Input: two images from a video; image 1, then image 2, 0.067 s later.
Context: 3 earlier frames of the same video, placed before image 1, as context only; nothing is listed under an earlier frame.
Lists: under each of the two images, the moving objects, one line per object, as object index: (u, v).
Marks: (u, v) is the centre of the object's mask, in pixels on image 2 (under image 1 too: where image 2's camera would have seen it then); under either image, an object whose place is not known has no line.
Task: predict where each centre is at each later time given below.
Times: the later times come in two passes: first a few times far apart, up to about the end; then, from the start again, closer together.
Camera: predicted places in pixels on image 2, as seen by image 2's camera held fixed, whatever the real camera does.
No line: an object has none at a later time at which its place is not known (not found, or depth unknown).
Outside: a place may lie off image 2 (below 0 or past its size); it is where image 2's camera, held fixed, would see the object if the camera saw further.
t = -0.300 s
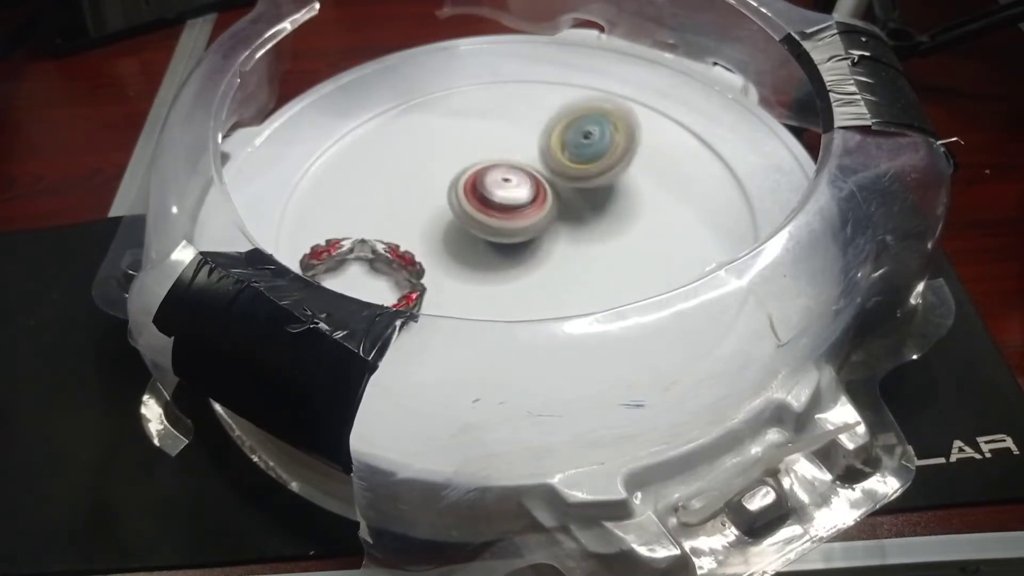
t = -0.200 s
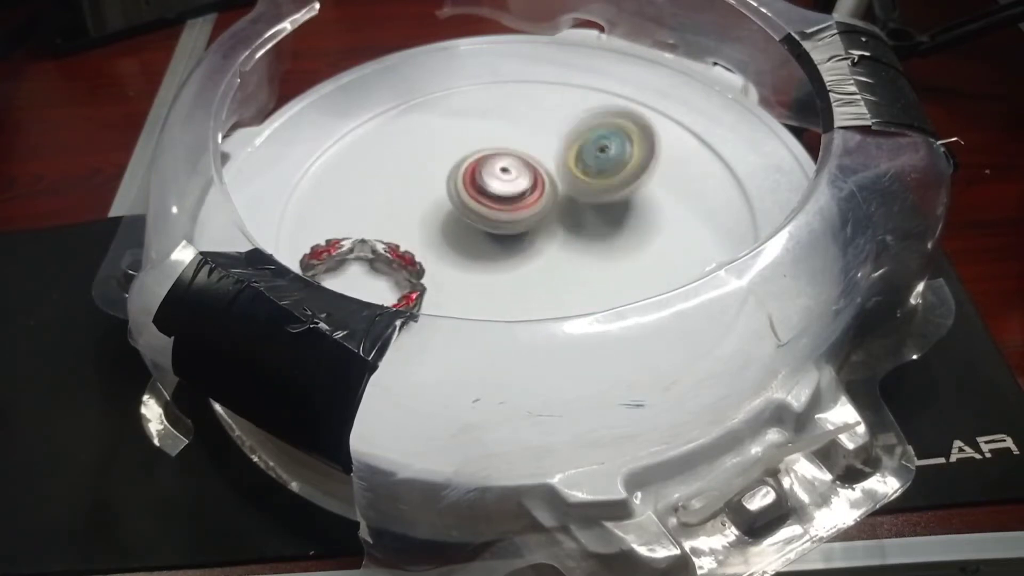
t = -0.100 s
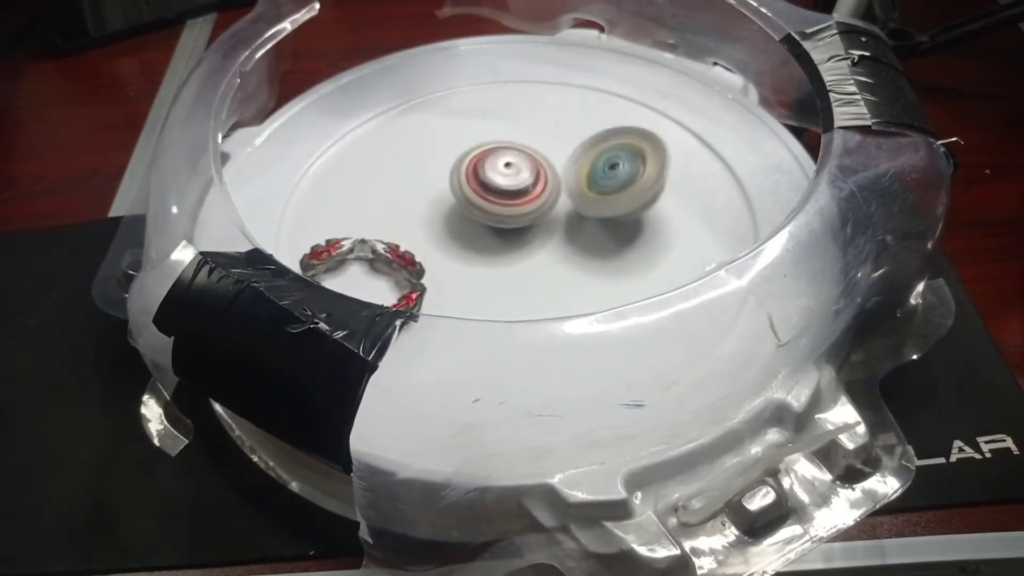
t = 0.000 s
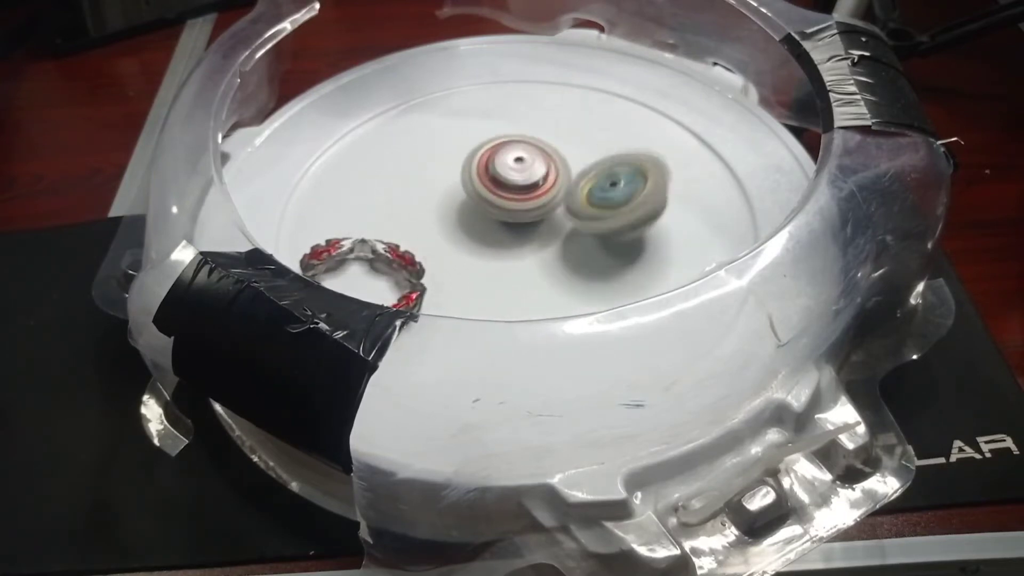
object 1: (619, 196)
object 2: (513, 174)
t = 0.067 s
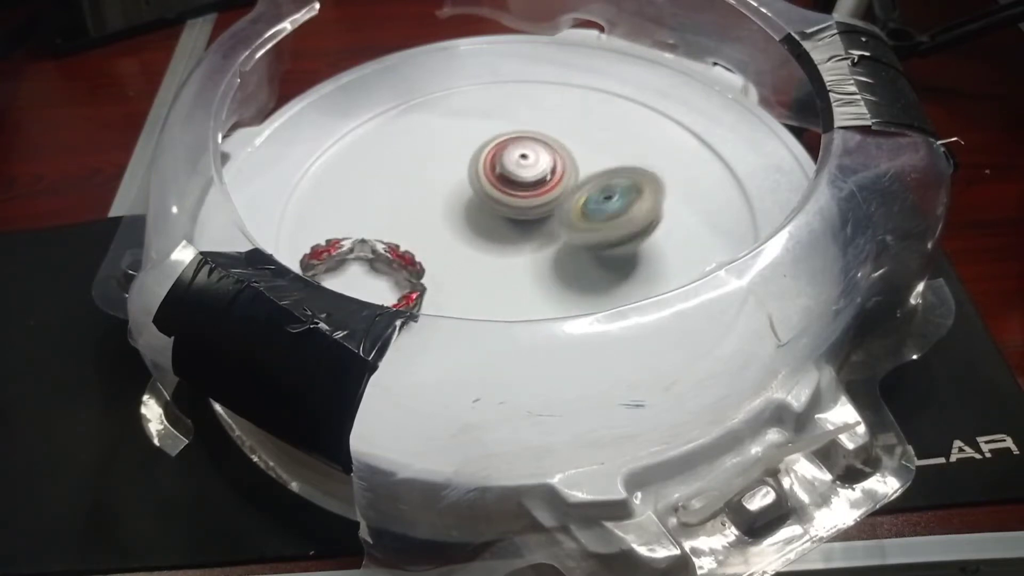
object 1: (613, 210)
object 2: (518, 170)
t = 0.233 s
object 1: (577, 241)
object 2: (538, 167)
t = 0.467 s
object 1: (500, 248)
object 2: (560, 183)
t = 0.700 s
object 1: (447, 209)
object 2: (565, 205)
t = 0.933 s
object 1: (463, 162)
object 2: (546, 225)
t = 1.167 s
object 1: (525, 146)
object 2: (517, 233)
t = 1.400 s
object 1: (590, 166)
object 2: (494, 215)
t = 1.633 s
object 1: (616, 213)
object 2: (488, 195)
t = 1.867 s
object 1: (566, 249)
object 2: (496, 178)
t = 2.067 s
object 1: (503, 240)
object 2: (512, 163)
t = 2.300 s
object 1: (453, 210)
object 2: (536, 163)
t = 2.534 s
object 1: (442, 170)
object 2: (550, 183)
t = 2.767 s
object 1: (478, 153)
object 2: (538, 210)
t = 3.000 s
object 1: (521, 146)
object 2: (520, 225)
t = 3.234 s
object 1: (567, 154)
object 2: (479, 218)
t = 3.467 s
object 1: (578, 189)
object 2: (462, 195)
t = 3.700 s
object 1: (549, 233)
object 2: (477, 181)
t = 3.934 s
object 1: (500, 259)
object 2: (528, 190)
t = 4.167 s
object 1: (460, 224)
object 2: (562, 212)
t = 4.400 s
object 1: (479, 173)
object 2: (547, 236)
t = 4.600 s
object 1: (525, 156)
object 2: (524, 243)
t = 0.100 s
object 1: (610, 216)
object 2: (522, 168)
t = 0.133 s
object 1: (601, 223)
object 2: (526, 167)
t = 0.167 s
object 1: (596, 229)
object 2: (530, 167)
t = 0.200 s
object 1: (586, 233)
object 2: (533, 166)
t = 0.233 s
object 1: (577, 241)
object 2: (538, 167)
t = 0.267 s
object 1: (567, 244)
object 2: (540, 168)
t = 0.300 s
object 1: (554, 251)
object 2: (545, 170)
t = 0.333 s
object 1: (544, 251)
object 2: (549, 171)
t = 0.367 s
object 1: (531, 252)
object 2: (551, 173)
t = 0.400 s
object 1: (521, 253)
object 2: (555, 177)
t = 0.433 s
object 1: (510, 250)
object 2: (558, 180)
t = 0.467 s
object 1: (500, 248)
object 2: (560, 183)
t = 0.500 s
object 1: (490, 243)
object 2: (562, 186)
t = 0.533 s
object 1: (478, 241)
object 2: (564, 189)
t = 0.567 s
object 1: (470, 236)
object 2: (565, 191)
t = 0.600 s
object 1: (461, 230)
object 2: (566, 194)
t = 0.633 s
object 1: (456, 225)
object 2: (566, 198)
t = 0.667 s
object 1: (451, 216)
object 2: (566, 202)
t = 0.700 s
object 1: (447, 209)
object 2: (565, 205)
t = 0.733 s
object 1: (446, 200)
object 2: (563, 209)
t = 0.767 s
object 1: (444, 194)
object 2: (561, 212)
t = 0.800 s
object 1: (446, 186)
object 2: (559, 215)
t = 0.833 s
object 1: (447, 178)
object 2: (556, 218)
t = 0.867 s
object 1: (453, 172)
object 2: (554, 221)
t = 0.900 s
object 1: (455, 167)
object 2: (550, 223)
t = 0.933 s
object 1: (463, 162)
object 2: (546, 225)
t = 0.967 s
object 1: (468, 157)
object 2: (542, 227)
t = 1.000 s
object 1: (478, 155)
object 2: (537, 228)
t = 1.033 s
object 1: (485, 151)
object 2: (536, 232)
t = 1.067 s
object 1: (495, 151)
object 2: (527, 231)
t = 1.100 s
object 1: (503, 148)
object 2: (522, 231)
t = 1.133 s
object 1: (513, 149)
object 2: (523, 234)
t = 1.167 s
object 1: (525, 146)
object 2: (517, 233)
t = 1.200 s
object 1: (534, 149)
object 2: (510, 231)
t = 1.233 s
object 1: (546, 149)
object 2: (506, 230)
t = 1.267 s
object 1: (555, 153)
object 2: (501, 229)
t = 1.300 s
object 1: (566, 153)
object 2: (500, 226)
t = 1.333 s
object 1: (573, 158)
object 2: (497, 222)
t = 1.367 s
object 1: (583, 161)
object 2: (495, 220)
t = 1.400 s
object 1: (590, 166)
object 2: (494, 215)
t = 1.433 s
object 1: (601, 171)
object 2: (492, 213)
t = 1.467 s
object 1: (605, 179)
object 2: (490, 210)
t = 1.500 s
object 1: (611, 184)
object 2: (490, 205)
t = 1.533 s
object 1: (613, 192)
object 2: (490, 205)
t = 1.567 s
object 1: (617, 199)
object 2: (489, 201)
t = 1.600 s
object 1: (615, 206)
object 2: (488, 199)
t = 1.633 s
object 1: (616, 213)
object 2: (488, 195)
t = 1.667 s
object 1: (612, 219)
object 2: (488, 192)
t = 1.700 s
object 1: (609, 227)
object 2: (488, 189)
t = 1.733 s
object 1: (601, 232)
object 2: (490, 187)
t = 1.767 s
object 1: (595, 240)
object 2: (490, 184)
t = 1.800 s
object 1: (585, 242)
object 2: (491, 182)
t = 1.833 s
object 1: (577, 248)
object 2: (494, 179)
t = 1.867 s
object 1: (566, 249)
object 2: (496, 178)
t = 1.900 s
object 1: (555, 252)
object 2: (498, 176)
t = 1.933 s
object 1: (545, 250)
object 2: (502, 174)
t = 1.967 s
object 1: (534, 250)
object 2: (505, 173)
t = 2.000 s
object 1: (524, 246)
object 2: (508, 169)
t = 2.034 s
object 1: (513, 245)
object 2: (511, 167)
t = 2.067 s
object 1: (503, 240)
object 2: (512, 163)
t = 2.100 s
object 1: (492, 240)
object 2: (518, 162)
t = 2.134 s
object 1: (484, 235)
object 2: (521, 159)
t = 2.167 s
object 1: (477, 232)
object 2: (521, 160)
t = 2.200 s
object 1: (472, 225)
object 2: (525, 160)
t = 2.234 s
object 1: (462, 221)
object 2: (529, 159)
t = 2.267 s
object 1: (456, 215)
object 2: (532, 161)
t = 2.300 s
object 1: (453, 210)
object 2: (536, 163)
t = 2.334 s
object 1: (452, 204)
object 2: (538, 165)
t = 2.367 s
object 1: (443, 198)
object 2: (542, 167)
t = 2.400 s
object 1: (443, 192)
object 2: (543, 169)
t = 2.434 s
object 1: (442, 187)
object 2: (545, 173)
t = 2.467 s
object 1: (440, 180)
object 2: (548, 176)
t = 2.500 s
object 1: (439, 176)
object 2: (549, 178)
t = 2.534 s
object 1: (442, 170)
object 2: (550, 183)
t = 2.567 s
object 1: (443, 167)
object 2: (548, 187)
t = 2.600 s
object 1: (447, 162)
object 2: (548, 191)
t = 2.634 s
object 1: (451, 162)
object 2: (546, 195)
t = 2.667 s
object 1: (458, 158)
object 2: (544, 199)
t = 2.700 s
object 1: (463, 158)
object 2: (541, 203)
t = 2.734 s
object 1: (470, 154)
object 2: (540, 206)
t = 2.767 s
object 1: (478, 153)
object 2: (538, 210)
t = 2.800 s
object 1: (484, 148)
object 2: (538, 215)
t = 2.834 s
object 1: (492, 150)
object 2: (538, 218)
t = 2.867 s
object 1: (494, 148)
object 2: (534, 221)
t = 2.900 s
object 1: (502, 147)
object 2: (537, 223)
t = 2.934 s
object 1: (506, 146)
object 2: (525, 222)
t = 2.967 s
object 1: (516, 145)
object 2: (524, 225)
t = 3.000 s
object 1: (521, 146)
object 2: (520, 225)
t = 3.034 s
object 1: (530, 146)
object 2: (509, 223)
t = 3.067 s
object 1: (534, 148)
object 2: (505, 223)
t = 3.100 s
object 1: (544, 144)
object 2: (498, 224)
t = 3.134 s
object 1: (553, 147)
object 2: (491, 225)
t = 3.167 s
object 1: (558, 149)
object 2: (486, 223)
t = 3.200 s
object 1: (564, 153)
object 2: (483, 222)
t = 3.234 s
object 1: (567, 154)
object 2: (479, 218)
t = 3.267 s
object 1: (574, 158)
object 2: (475, 215)
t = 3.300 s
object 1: (575, 163)
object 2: (473, 212)
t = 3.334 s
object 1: (579, 167)
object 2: (470, 208)
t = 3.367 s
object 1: (579, 173)
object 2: (468, 205)
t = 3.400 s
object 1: (580, 177)
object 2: (466, 201)
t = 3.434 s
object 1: (578, 185)
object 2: (465, 199)
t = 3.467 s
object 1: (578, 189)
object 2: (462, 195)
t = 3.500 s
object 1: (575, 198)
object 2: (467, 185)
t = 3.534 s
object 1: (571, 202)
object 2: (469, 183)
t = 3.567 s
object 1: (570, 209)
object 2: (469, 180)
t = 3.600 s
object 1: (562, 216)
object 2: (471, 179)
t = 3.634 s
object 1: (561, 220)
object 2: (475, 176)
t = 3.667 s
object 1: (554, 229)
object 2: (472, 180)
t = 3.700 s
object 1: (549, 233)
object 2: (477, 181)
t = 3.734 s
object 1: (544, 243)
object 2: (484, 181)
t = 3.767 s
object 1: (535, 247)
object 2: (493, 181)
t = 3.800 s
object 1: (529, 254)
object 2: (506, 180)
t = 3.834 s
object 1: (521, 257)
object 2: (508, 184)
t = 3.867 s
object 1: (516, 259)
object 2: (514, 187)
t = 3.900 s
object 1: (508, 260)
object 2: (522, 189)
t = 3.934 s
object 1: (500, 259)
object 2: (528, 190)
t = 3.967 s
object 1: (494, 257)
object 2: (535, 193)
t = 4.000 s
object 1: (487, 247)
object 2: (542, 196)
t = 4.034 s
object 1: (478, 252)
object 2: (548, 199)
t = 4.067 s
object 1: (472, 246)
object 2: (553, 202)
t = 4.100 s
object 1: (469, 242)
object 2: (558, 205)
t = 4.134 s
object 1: (460, 234)
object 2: (561, 207)
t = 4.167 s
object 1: (460, 224)
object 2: (562, 212)
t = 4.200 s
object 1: (456, 219)
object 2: (563, 214)
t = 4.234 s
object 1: (456, 210)
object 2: (563, 219)
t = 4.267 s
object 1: (460, 204)
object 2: (561, 222)
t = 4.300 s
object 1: (460, 194)
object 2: (558, 226)
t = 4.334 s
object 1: (466, 185)
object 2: (555, 230)
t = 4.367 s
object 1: (471, 183)
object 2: (551, 235)
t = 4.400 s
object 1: (479, 173)
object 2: (547, 236)
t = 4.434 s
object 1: (488, 173)
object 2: (541, 238)
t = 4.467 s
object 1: (495, 163)
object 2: (536, 239)
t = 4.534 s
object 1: (509, 160)
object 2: (531, 241)
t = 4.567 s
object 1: (516, 160)
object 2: (526, 242)
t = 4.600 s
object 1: (525, 156)
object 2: (524, 243)
